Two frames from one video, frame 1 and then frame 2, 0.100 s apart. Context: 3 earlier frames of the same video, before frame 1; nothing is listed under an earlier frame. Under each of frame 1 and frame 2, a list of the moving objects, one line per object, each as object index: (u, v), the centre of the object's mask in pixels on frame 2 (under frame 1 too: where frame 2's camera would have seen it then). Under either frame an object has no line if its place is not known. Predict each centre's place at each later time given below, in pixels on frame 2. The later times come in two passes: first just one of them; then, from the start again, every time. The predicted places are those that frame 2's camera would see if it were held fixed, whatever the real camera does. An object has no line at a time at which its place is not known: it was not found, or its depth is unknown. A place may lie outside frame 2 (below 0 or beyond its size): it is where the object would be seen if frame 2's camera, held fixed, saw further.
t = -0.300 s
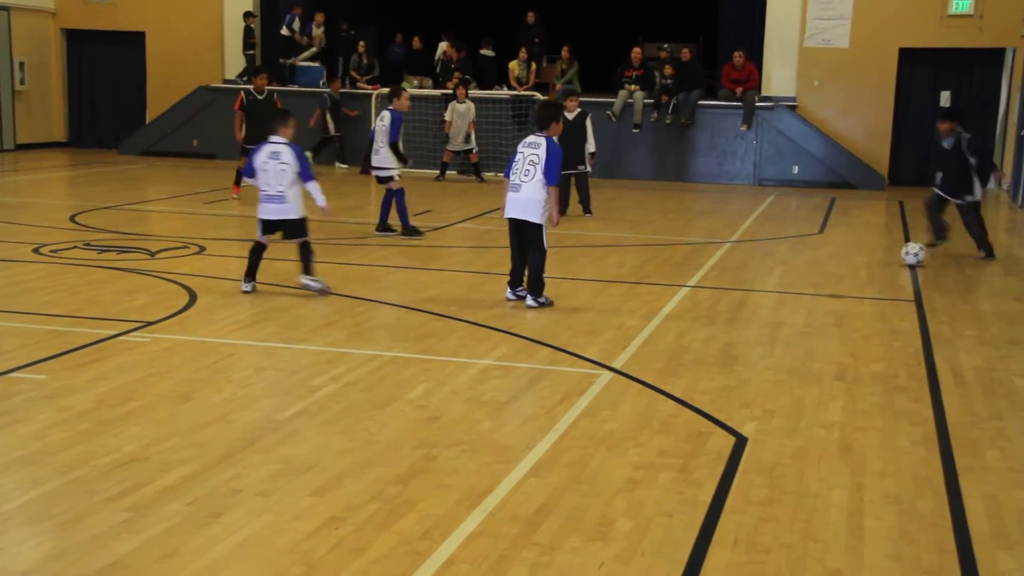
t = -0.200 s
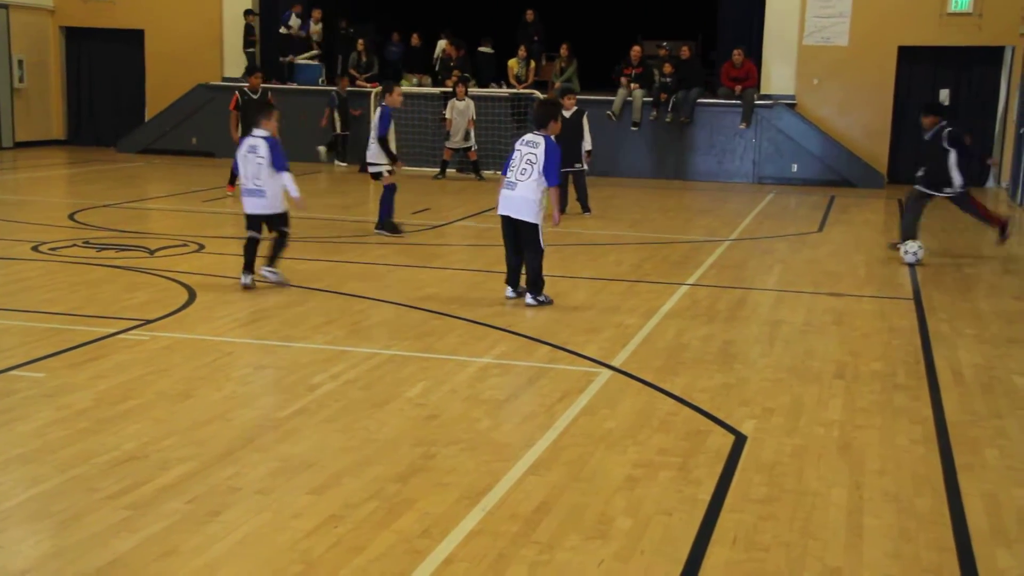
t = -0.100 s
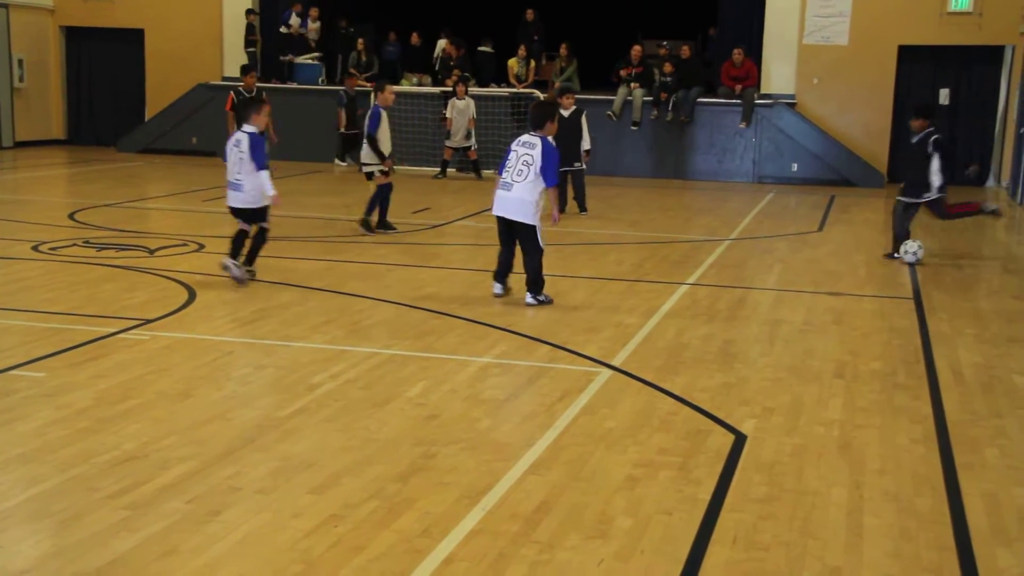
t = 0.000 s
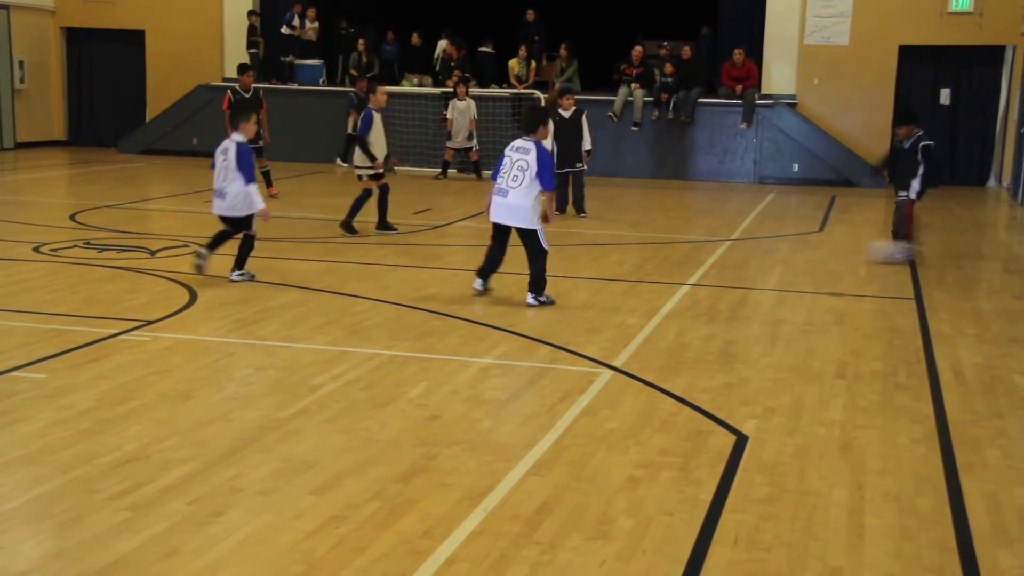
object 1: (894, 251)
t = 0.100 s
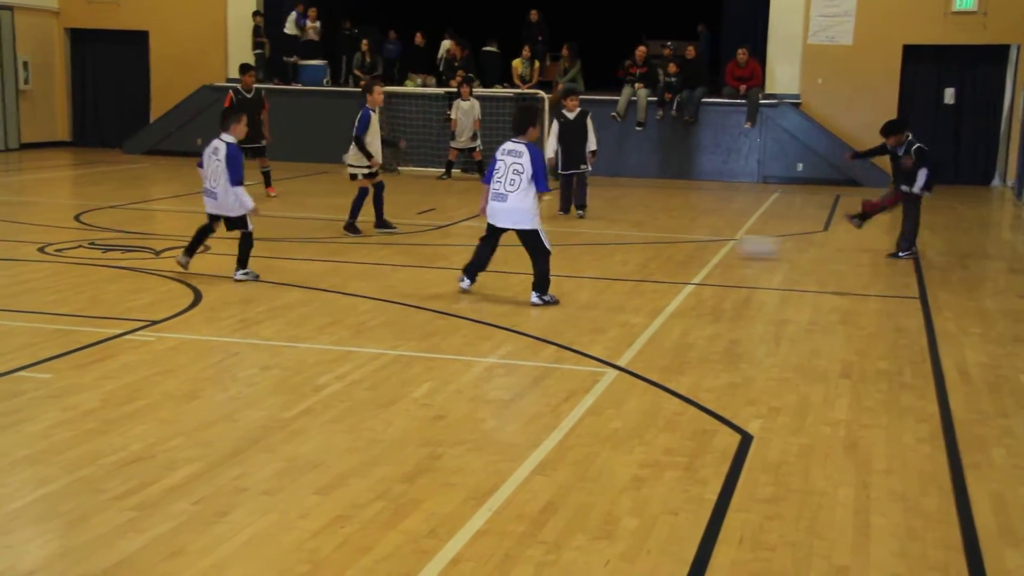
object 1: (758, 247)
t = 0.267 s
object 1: (553, 241)
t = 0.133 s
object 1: (714, 245)
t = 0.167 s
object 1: (675, 245)
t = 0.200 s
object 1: (632, 244)
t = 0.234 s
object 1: (593, 242)
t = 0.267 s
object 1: (553, 241)
